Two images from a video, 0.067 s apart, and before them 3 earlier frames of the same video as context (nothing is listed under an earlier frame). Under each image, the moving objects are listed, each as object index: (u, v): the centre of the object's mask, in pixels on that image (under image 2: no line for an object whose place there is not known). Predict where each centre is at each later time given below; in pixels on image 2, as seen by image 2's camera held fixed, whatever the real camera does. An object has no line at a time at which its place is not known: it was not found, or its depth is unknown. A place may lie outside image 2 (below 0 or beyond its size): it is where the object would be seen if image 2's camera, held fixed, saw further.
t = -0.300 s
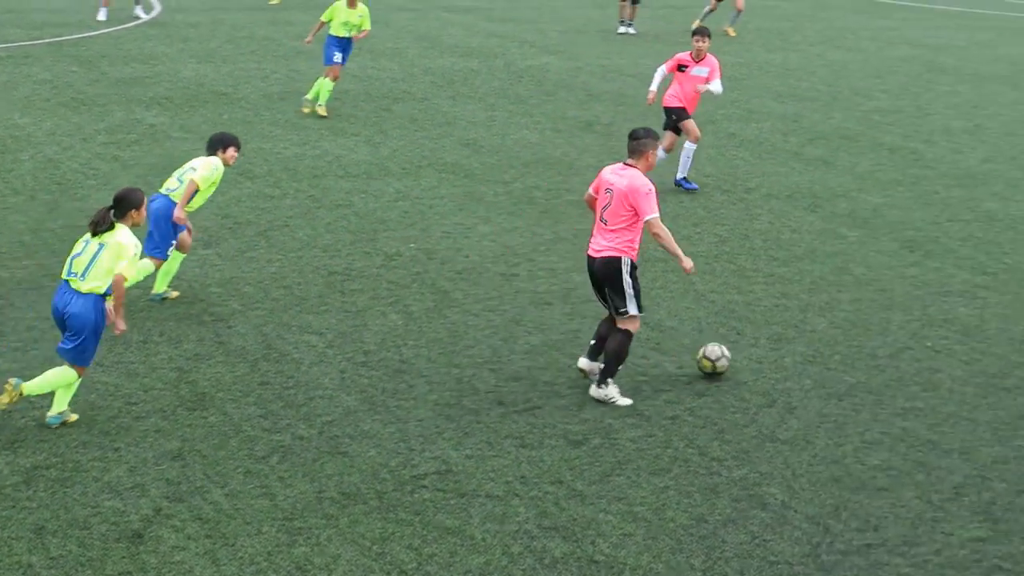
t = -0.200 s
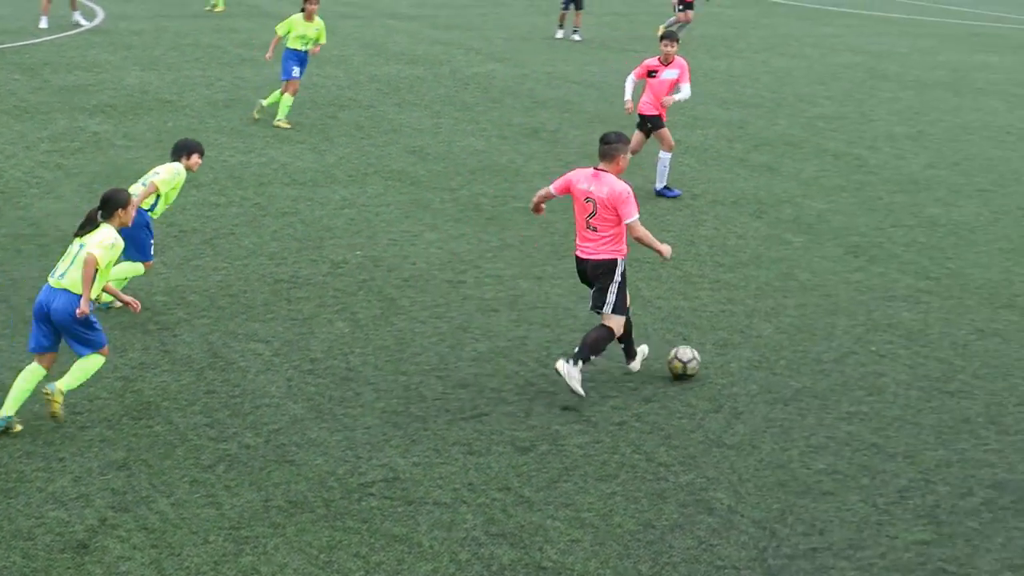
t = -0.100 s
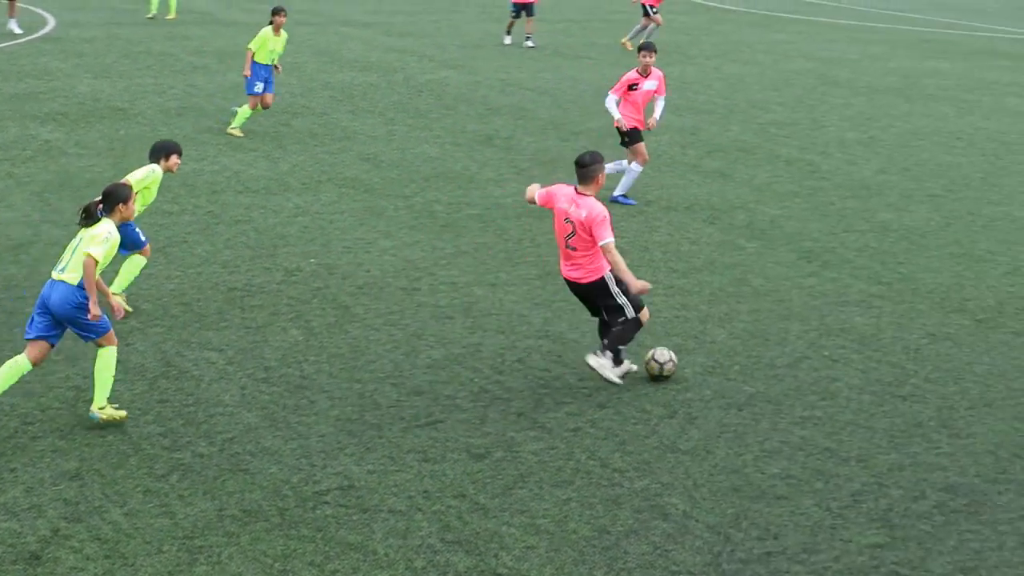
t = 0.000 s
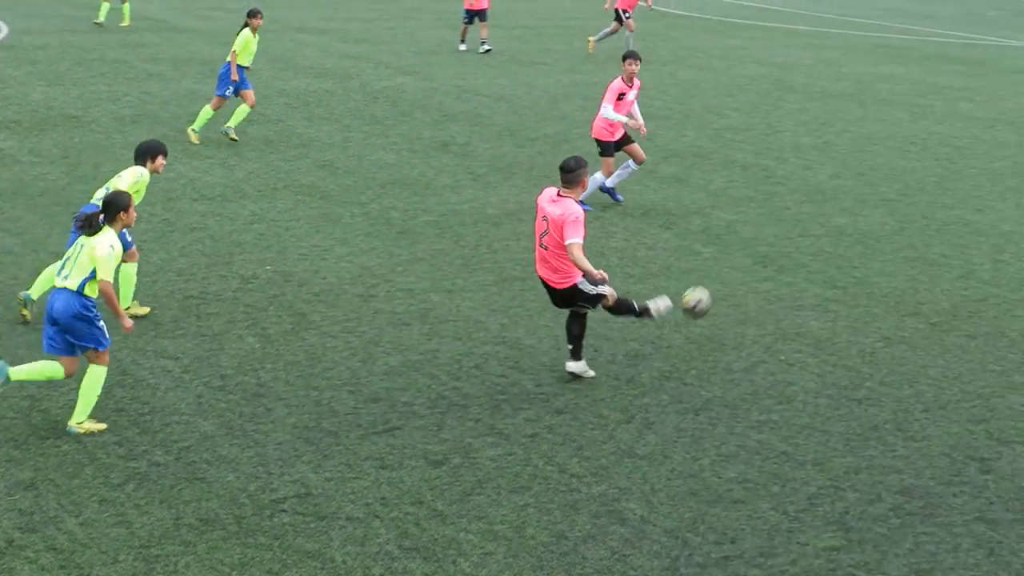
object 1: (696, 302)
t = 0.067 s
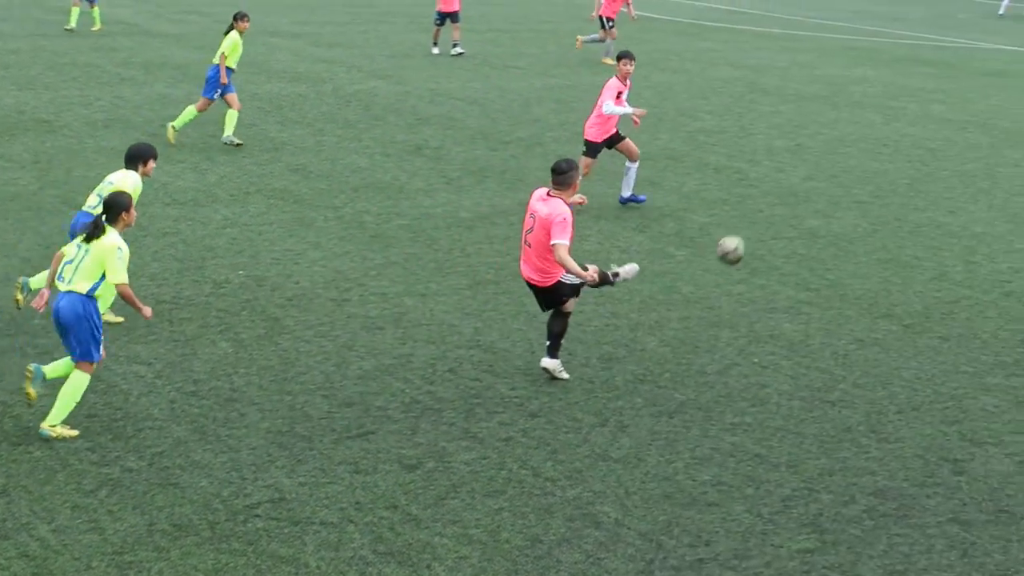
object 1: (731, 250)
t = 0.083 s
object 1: (742, 238)
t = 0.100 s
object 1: (755, 227)
